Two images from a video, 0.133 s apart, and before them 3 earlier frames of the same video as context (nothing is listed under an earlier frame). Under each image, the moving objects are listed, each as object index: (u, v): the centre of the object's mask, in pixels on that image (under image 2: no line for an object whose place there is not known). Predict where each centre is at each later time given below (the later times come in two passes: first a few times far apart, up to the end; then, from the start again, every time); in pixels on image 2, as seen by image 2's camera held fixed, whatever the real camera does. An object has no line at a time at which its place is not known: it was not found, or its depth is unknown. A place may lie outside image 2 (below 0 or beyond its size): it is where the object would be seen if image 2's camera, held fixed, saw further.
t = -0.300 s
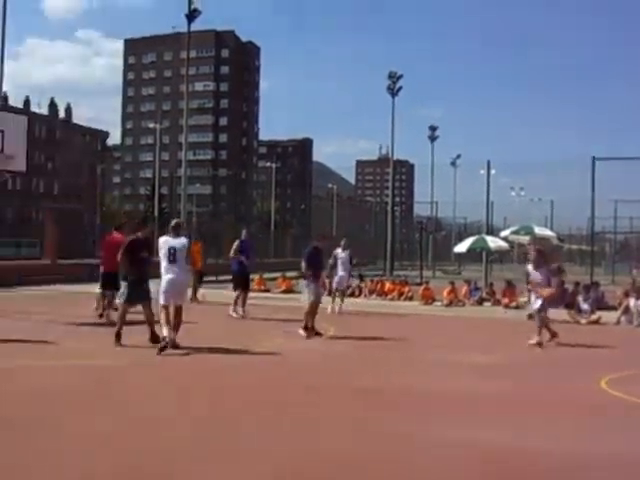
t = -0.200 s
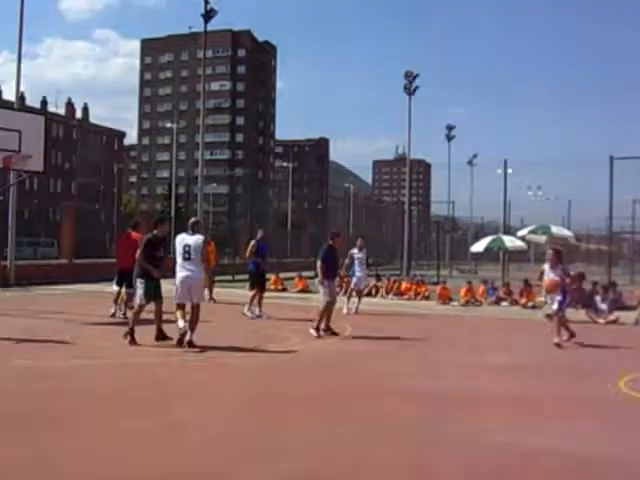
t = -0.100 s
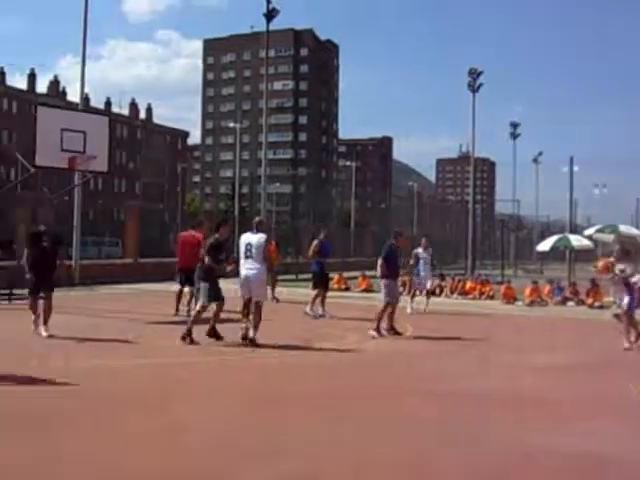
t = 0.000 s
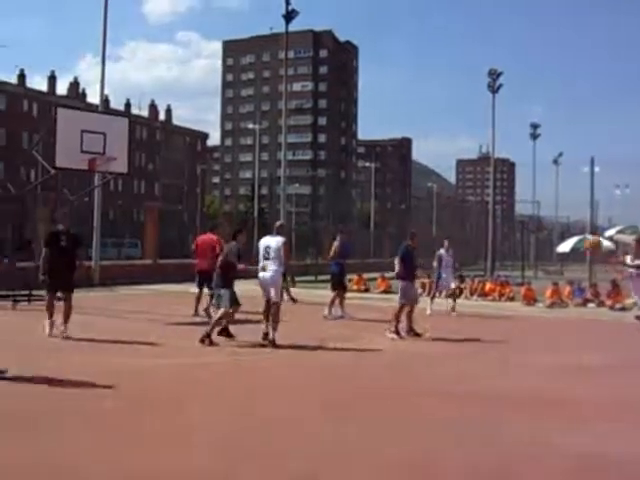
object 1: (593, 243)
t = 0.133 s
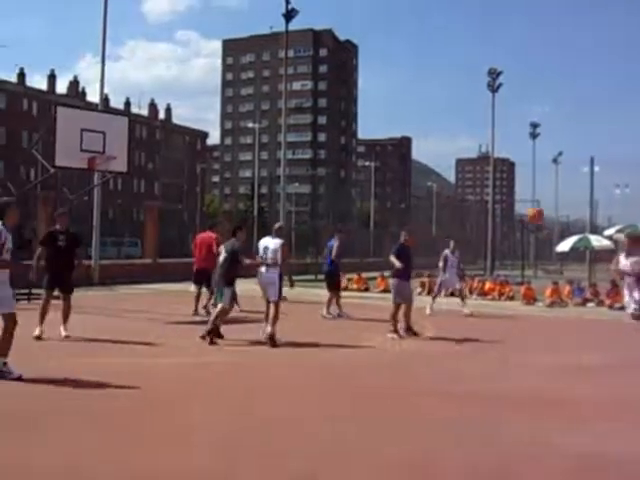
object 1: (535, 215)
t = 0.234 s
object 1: (483, 200)
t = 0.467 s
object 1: (343, 196)
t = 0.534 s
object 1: (297, 207)
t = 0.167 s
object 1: (519, 210)
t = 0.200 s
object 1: (503, 204)
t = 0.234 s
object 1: (483, 200)
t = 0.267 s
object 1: (466, 197)
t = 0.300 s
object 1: (447, 195)
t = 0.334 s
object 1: (428, 193)
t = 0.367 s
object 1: (407, 194)
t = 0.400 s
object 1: (388, 193)
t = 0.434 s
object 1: (365, 195)
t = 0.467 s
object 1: (343, 196)
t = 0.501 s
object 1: (321, 201)
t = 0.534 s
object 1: (297, 207)
